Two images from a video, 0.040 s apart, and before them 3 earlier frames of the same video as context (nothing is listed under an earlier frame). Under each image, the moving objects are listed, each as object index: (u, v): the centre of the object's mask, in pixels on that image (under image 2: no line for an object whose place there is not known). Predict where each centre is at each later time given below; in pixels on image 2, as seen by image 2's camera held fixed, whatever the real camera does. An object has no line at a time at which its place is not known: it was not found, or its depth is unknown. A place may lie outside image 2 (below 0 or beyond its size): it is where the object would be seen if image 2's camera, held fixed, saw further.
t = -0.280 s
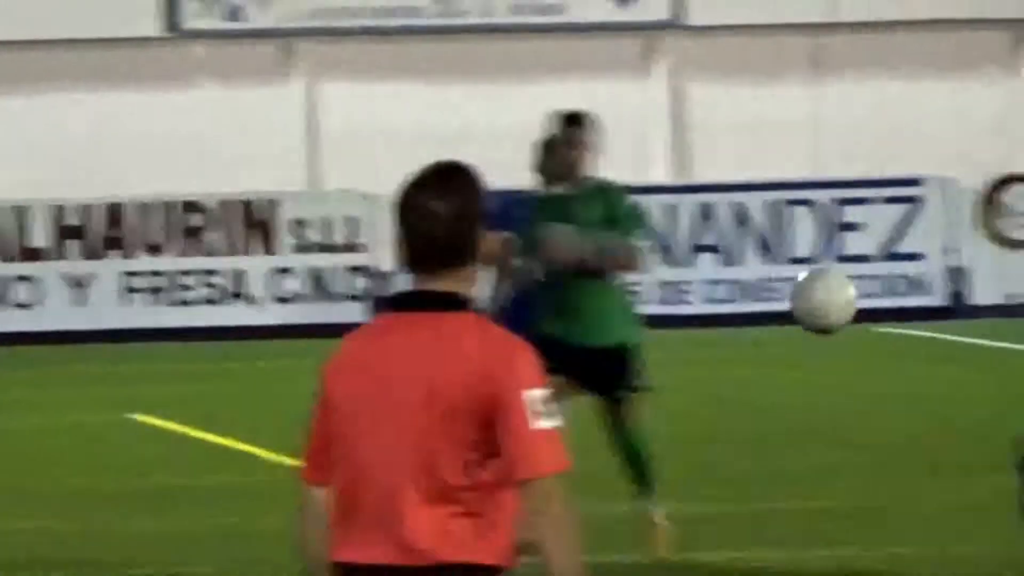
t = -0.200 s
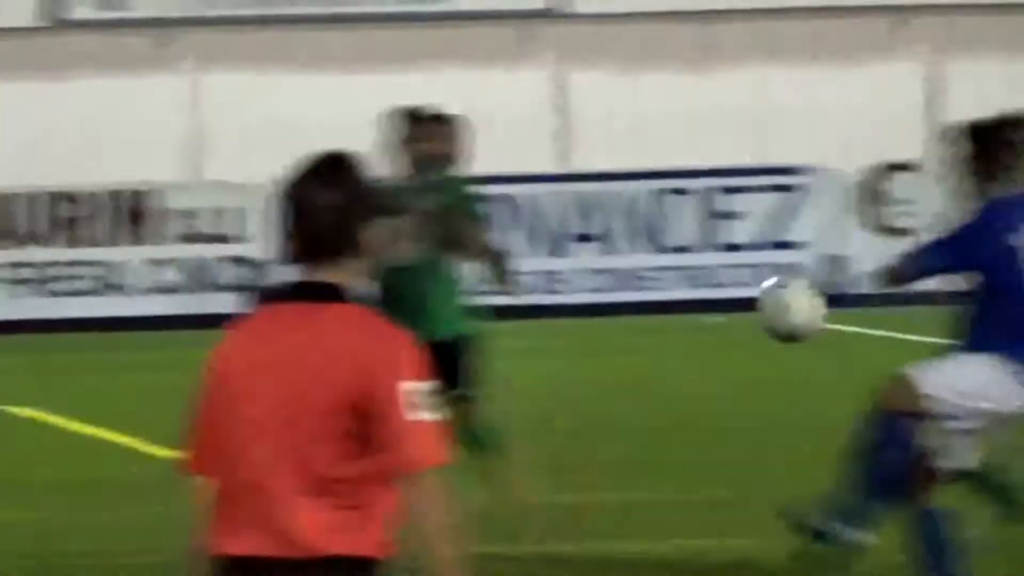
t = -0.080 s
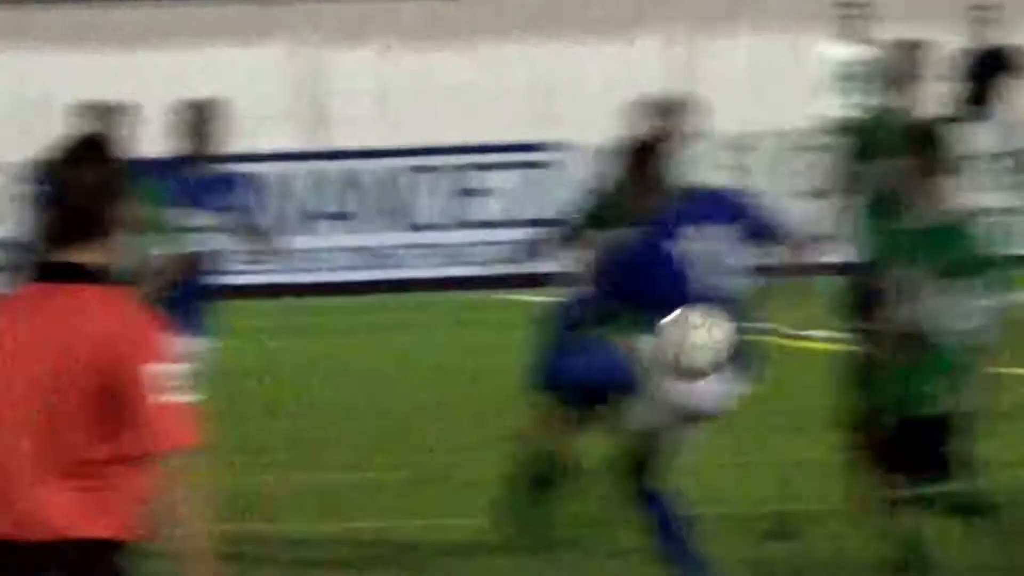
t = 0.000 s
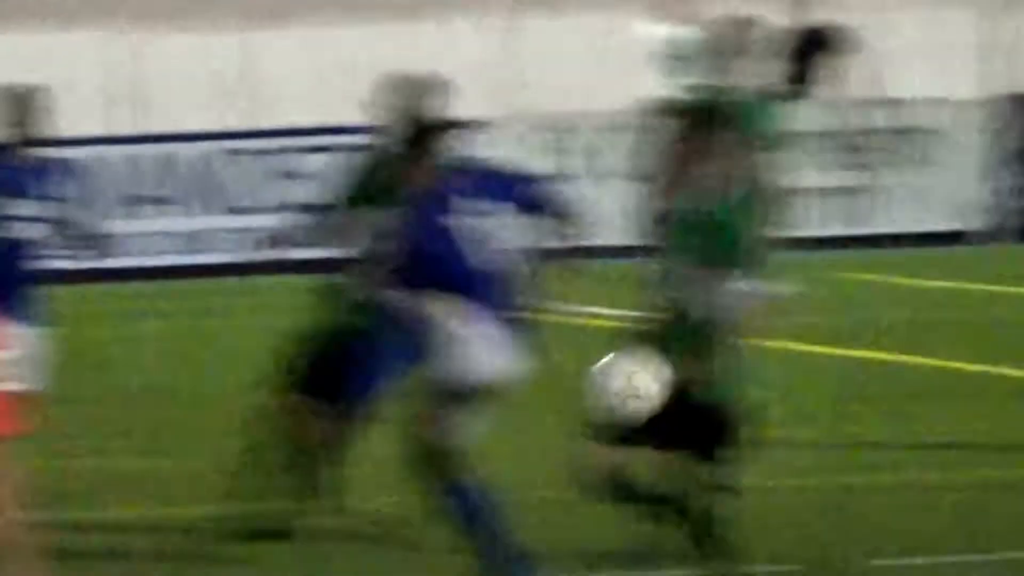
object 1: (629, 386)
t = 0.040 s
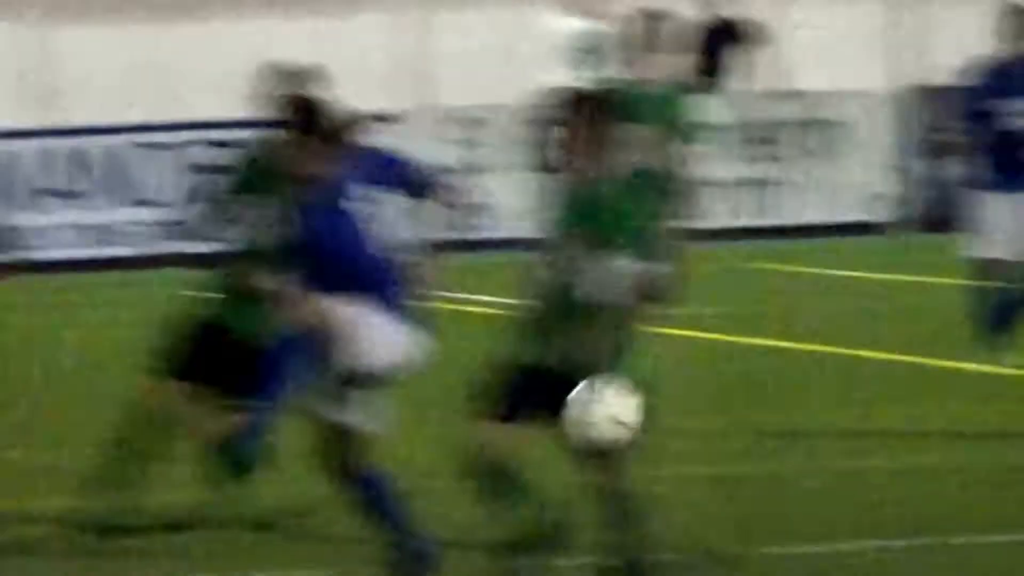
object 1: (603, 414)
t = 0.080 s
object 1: (668, 453)
